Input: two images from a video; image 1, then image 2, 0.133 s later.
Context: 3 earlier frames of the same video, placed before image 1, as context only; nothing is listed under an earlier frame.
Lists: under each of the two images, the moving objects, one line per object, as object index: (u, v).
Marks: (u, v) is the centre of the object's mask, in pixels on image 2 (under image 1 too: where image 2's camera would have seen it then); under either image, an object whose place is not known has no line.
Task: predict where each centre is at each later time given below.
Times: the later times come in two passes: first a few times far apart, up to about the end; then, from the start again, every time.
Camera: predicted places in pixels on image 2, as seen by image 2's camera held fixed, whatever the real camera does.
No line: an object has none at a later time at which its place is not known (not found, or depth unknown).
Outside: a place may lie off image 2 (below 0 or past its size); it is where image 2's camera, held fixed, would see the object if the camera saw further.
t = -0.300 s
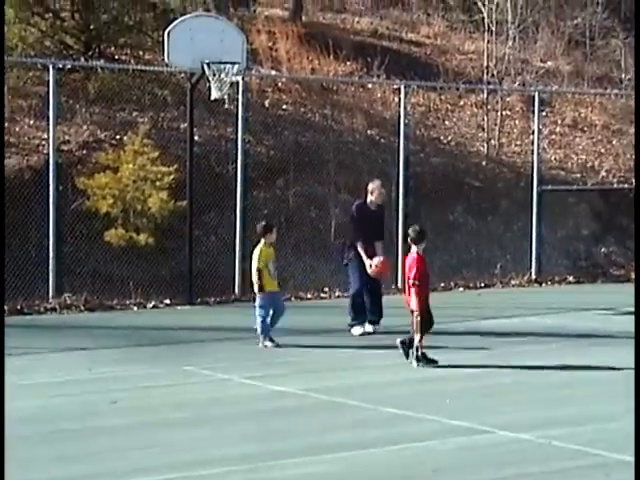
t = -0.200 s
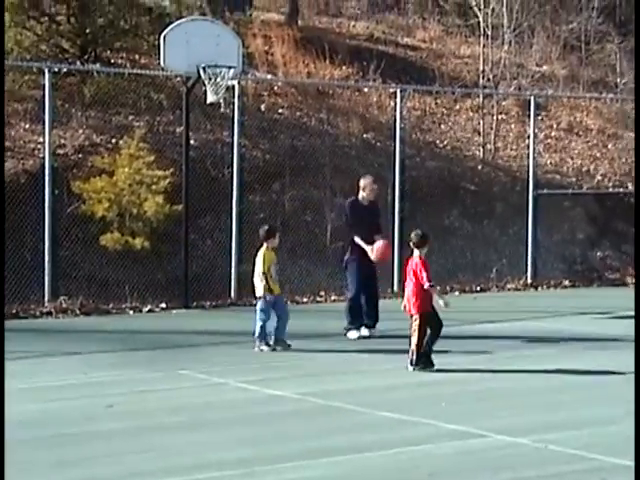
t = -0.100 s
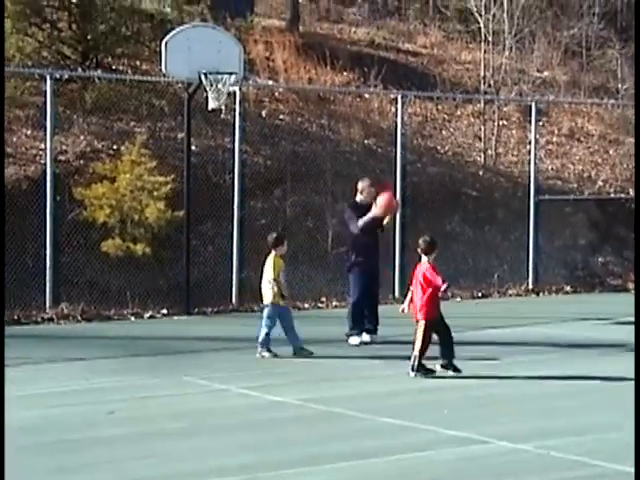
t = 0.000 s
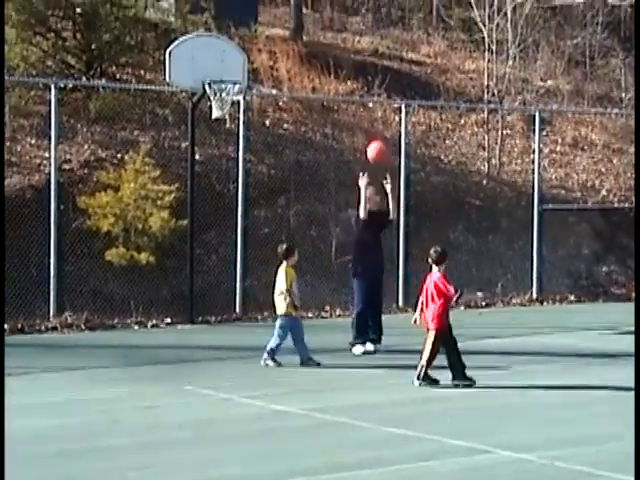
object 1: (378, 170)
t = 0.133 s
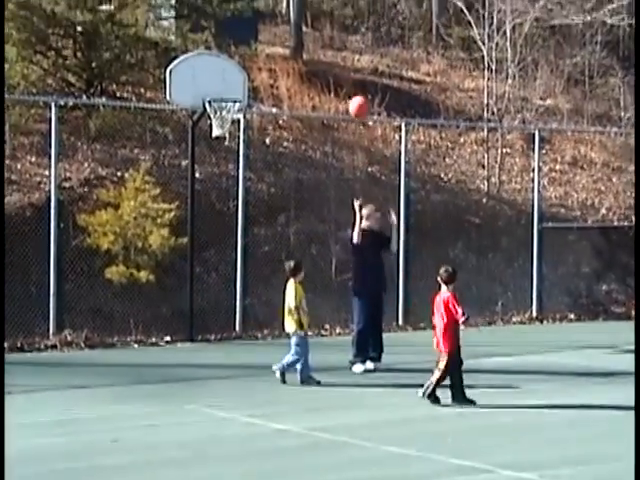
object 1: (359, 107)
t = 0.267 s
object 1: (341, 62)
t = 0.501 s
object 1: (310, 23)
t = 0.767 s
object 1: (277, 38)
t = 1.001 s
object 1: (244, 103)
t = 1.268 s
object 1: (213, 225)
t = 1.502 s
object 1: (189, 320)
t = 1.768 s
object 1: (175, 200)
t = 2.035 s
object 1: (159, 140)
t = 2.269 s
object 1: (146, 134)
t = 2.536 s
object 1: (132, 174)
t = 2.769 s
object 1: (129, 242)
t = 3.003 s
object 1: (125, 328)
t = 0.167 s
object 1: (355, 95)
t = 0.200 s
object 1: (351, 83)
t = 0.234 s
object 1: (345, 71)
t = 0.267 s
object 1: (341, 62)
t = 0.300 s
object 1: (337, 54)
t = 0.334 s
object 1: (332, 45)
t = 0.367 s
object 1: (330, 40)
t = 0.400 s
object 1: (326, 35)
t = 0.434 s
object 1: (320, 30)
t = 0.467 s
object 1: (315, 25)
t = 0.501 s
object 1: (310, 23)
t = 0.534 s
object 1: (306, 22)
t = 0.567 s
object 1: (302, 22)
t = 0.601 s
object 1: (299, 21)
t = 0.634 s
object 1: (292, 23)
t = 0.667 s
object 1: (289, 25)
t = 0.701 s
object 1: (284, 29)
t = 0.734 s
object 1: (280, 33)
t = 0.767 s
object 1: (277, 38)
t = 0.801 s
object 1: (271, 46)
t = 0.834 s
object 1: (267, 53)
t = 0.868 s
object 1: (263, 61)
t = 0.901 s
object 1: (258, 70)
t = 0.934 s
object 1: (254, 81)
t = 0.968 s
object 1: (249, 92)
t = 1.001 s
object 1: (244, 103)
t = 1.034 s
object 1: (241, 116)
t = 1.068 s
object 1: (237, 128)
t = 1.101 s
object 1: (233, 142)
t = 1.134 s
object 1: (227, 157)
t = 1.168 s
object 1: (224, 174)
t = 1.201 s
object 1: (221, 190)
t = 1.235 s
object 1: (218, 208)
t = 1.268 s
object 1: (213, 225)
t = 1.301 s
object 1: (209, 245)
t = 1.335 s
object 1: (206, 265)
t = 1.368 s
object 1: (204, 286)
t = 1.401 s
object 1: (199, 305)
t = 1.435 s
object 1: (194, 328)
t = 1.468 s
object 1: (192, 338)
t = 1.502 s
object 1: (189, 320)
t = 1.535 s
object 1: (188, 301)
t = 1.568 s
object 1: (186, 284)
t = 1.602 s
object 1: (185, 268)
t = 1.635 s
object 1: (183, 253)
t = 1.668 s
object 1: (180, 236)
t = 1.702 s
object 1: (178, 224)
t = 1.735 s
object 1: (177, 211)
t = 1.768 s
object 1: (175, 200)
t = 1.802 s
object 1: (173, 190)
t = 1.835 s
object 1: (170, 179)
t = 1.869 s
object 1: (169, 169)
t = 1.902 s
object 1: (166, 161)
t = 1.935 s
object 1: (163, 154)
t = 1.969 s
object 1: (162, 148)
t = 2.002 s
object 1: (161, 144)
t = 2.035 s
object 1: (159, 140)
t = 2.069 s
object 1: (158, 137)
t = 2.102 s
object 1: (155, 134)
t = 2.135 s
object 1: (154, 132)
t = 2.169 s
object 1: (153, 132)
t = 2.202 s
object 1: (151, 132)
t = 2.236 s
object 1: (148, 132)
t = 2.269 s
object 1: (146, 134)
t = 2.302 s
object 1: (144, 136)
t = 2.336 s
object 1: (141, 140)
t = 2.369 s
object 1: (139, 144)
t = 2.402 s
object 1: (137, 150)
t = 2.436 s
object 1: (135, 156)
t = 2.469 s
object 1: (133, 162)
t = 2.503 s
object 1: (132, 168)
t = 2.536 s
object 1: (132, 174)
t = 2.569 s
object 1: (131, 181)
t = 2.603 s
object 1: (130, 190)
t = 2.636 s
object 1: (131, 199)
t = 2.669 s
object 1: (130, 209)
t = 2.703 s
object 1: (130, 218)
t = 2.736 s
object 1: (130, 231)
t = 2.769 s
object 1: (129, 242)
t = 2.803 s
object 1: (129, 257)
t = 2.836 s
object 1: (129, 271)
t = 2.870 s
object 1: (128, 286)
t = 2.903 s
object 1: (127, 302)
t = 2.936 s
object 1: (126, 317)
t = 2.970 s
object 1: (126, 335)
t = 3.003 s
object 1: (125, 328)
